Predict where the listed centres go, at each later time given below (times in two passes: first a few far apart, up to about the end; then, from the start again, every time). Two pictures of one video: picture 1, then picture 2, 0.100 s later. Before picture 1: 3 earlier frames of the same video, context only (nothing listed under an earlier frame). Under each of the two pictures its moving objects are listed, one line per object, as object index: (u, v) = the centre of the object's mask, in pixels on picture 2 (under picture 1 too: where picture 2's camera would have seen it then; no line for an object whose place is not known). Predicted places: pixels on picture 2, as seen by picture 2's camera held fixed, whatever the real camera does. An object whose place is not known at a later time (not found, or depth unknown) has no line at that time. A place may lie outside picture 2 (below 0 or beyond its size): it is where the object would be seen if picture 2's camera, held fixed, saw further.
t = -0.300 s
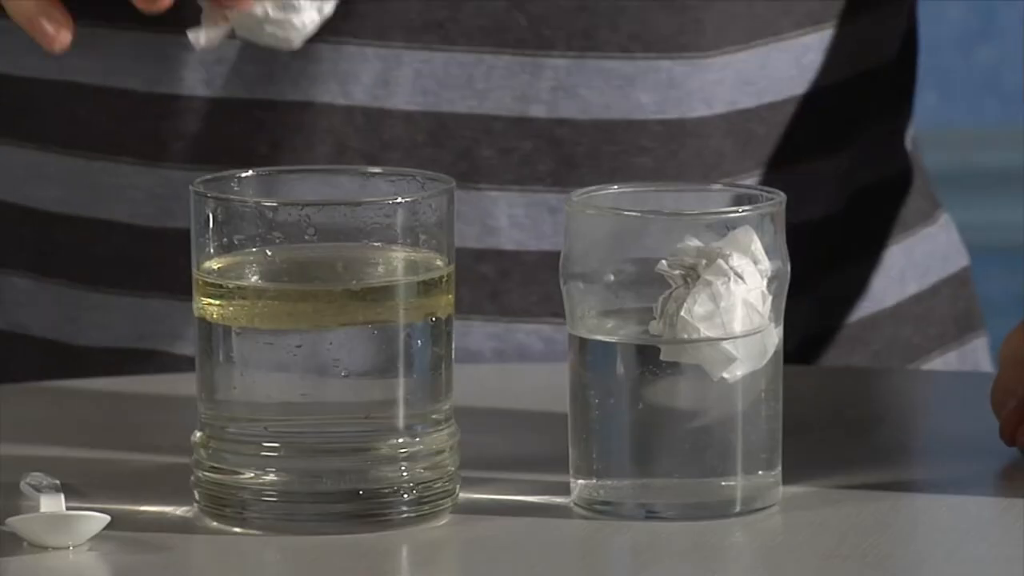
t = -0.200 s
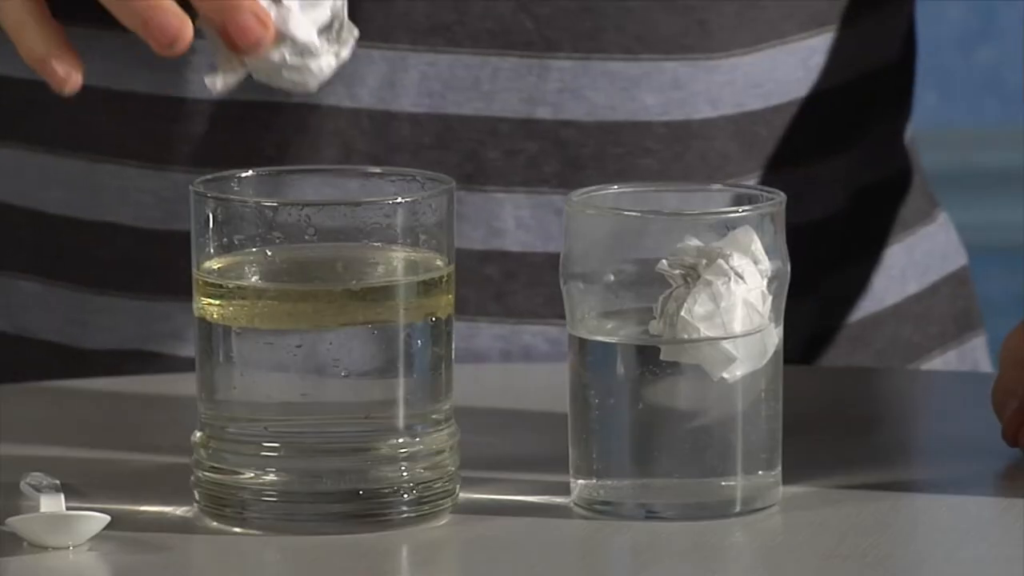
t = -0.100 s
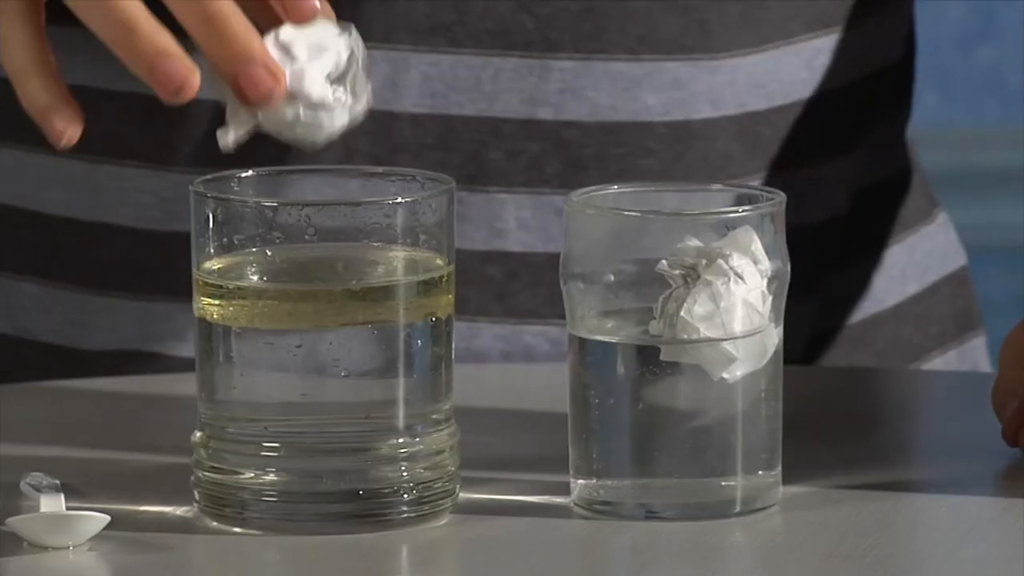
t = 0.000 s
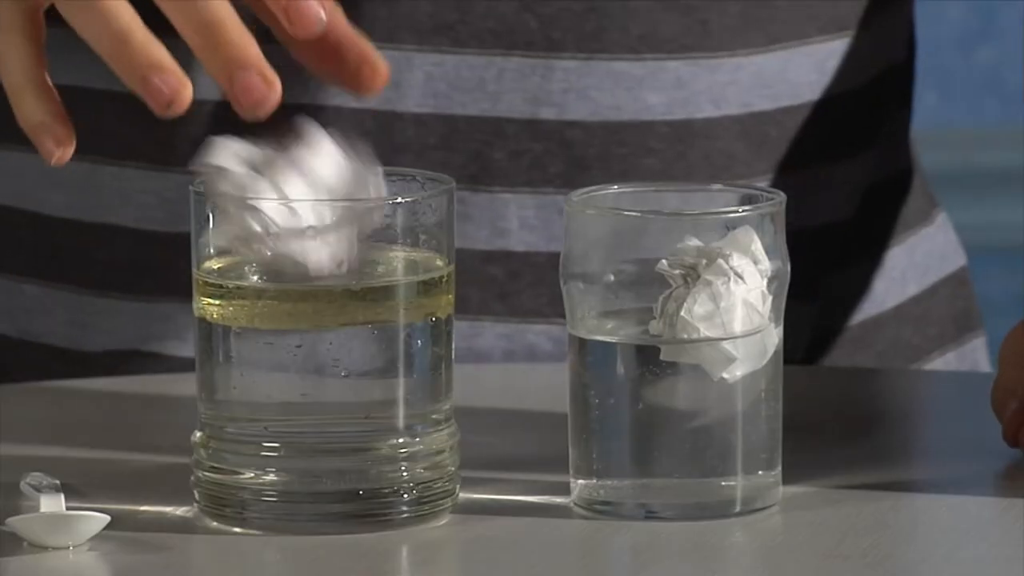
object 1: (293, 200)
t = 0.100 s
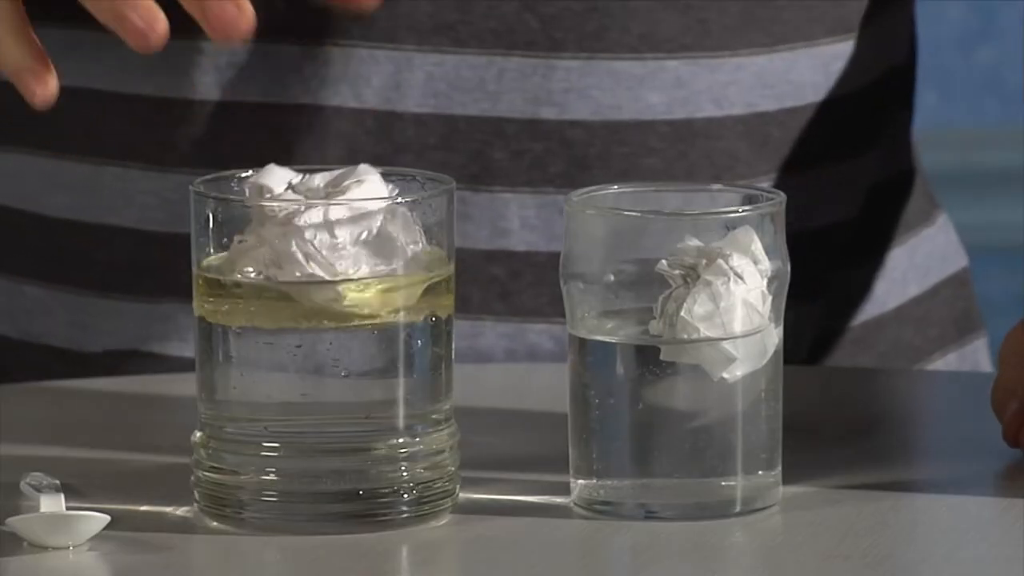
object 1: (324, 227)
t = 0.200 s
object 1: (327, 221)
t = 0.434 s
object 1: (325, 224)
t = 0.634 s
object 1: (324, 225)
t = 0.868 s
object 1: (321, 226)
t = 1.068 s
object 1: (318, 226)
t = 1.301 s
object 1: (315, 227)
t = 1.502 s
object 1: (314, 228)
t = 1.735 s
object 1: (314, 229)
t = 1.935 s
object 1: (313, 229)
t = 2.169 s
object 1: (313, 229)
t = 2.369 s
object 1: (312, 230)
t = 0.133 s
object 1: (325, 222)
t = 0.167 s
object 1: (327, 221)
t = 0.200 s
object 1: (327, 221)
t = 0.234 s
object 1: (327, 223)
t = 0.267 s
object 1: (326, 225)
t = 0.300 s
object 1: (326, 224)
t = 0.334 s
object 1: (325, 224)
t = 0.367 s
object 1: (325, 223)
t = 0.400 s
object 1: (325, 224)
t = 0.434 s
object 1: (325, 224)
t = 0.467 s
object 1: (325, 225)
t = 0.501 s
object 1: (325, 225)
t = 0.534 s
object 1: (325, 225)
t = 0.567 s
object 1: (325, 225)
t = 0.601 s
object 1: (324, 225)
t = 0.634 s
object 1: (324, 225)
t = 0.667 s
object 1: (323, 225)
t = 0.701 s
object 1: (323, 226)
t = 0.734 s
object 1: (322, 226)
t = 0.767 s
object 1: (322, 226)
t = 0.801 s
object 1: (321, 226)
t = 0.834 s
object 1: (321, 226)
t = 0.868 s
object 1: (321, 226)
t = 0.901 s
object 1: (321, 226)
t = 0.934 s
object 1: (320, 226)
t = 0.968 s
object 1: (319, 226)
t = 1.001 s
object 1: (319, 227)
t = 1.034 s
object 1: (318, 227)
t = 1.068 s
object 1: (318, 226)
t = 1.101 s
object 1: (317, 227)
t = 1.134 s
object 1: (317, 227)
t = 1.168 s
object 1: (317, 227)
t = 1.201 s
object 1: (316, 227)
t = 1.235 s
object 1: (316, 227)
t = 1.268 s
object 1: (316, 227)
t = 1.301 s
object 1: (315, 227)
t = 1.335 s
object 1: (316, 228)
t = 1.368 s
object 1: (315, 227)
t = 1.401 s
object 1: (314, 227)
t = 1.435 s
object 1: (314, 227)
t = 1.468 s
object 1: (316, 229)
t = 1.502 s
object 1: (314, 228)
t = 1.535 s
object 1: (315, 228)
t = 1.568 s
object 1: (314, 228)
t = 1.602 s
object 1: (315, 229)
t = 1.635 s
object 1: (315, 229)
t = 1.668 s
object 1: (314, 229)
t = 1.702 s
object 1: (314, 229)
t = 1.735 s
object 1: (314, 229)
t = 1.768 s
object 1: (314, 229)
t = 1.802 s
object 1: (314, 229)
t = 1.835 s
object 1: (314, 229)
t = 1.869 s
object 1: (314, 229)
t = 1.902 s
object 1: (313, 229)
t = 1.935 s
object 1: (313, 229)
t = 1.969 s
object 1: (314, 229)
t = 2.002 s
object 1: (313, 229)
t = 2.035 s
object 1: (313, 229)
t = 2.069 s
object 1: (313, 229)
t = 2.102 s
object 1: (313, 229)
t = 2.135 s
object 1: (313, 229)
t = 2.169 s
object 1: (313, 229)
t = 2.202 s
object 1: (313, 230)
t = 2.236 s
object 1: (313, 230)
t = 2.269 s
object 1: (312, 229)
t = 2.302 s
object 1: (312, 230)
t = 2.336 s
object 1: (312, 230)
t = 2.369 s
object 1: (312, 230)
